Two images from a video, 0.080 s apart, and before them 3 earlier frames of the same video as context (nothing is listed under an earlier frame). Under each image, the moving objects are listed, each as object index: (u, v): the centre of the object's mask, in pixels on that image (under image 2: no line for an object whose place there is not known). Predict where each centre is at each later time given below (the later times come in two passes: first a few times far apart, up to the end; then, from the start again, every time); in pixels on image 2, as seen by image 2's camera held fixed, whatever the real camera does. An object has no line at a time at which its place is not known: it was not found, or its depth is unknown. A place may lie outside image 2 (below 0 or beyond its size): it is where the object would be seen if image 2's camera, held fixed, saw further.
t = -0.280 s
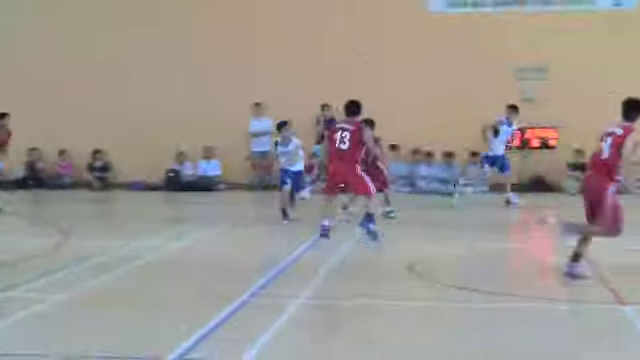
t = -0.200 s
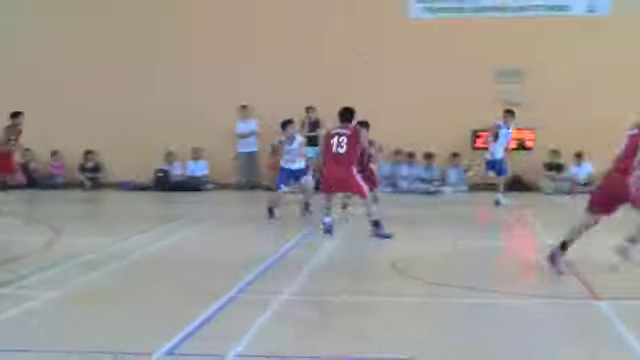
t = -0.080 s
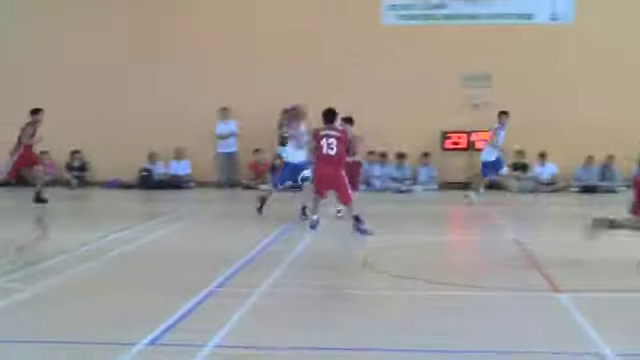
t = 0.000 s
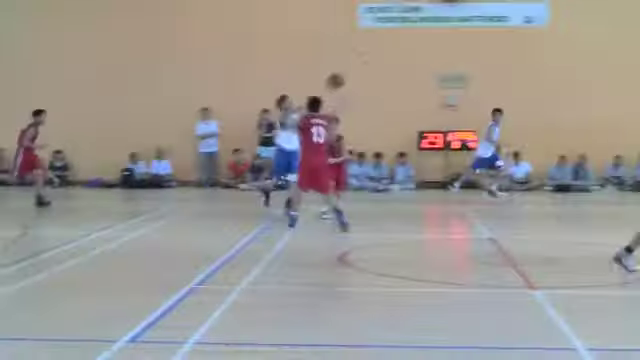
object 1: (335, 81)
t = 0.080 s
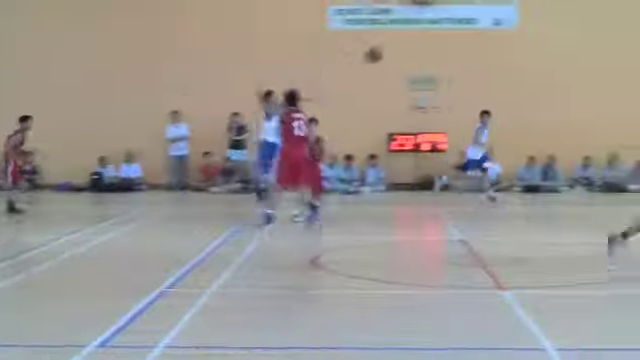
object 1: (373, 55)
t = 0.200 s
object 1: (479, 20)
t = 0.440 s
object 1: (710, -20)
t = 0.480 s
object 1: (752, -26)
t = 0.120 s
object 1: (408, 42)
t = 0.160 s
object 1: (443, 31)
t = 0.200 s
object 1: (479, 20)
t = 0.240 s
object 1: (517, 9)
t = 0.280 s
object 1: (555, 0)
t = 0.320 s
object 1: (595, -8)
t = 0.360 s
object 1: (633, -13)
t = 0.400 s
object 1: (670, -16)
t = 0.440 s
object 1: (710, -20)
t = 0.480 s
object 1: (752, -26)
